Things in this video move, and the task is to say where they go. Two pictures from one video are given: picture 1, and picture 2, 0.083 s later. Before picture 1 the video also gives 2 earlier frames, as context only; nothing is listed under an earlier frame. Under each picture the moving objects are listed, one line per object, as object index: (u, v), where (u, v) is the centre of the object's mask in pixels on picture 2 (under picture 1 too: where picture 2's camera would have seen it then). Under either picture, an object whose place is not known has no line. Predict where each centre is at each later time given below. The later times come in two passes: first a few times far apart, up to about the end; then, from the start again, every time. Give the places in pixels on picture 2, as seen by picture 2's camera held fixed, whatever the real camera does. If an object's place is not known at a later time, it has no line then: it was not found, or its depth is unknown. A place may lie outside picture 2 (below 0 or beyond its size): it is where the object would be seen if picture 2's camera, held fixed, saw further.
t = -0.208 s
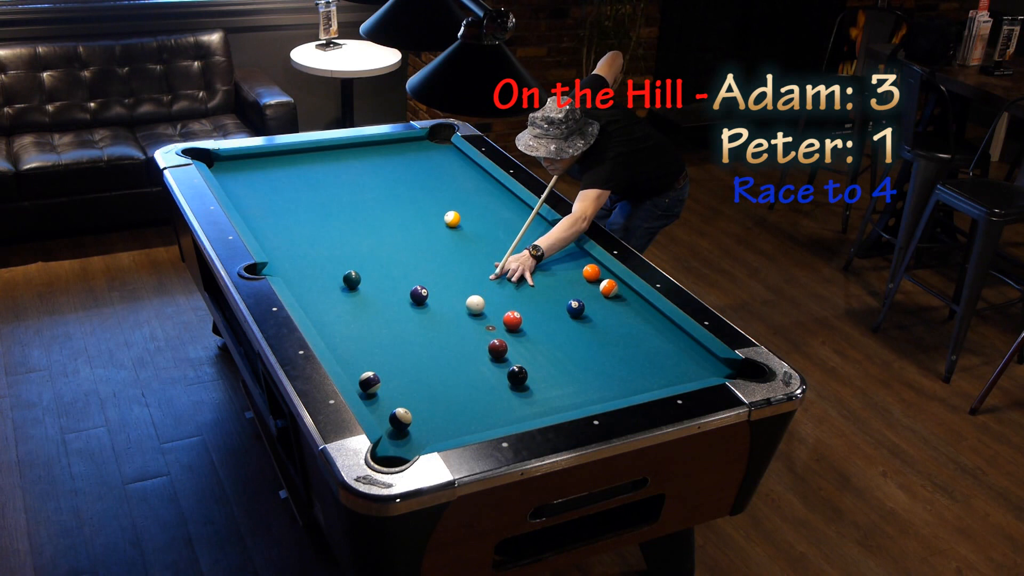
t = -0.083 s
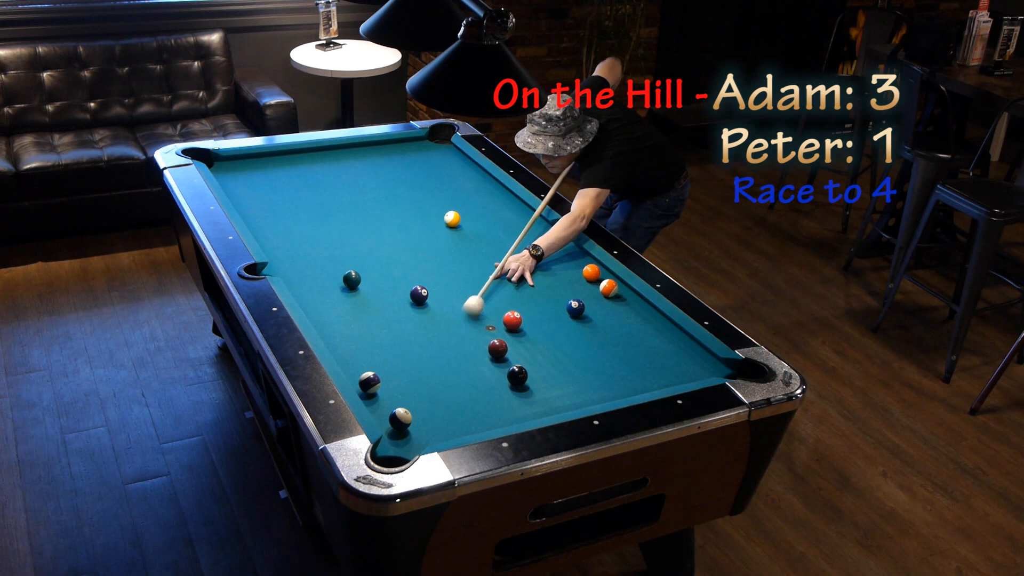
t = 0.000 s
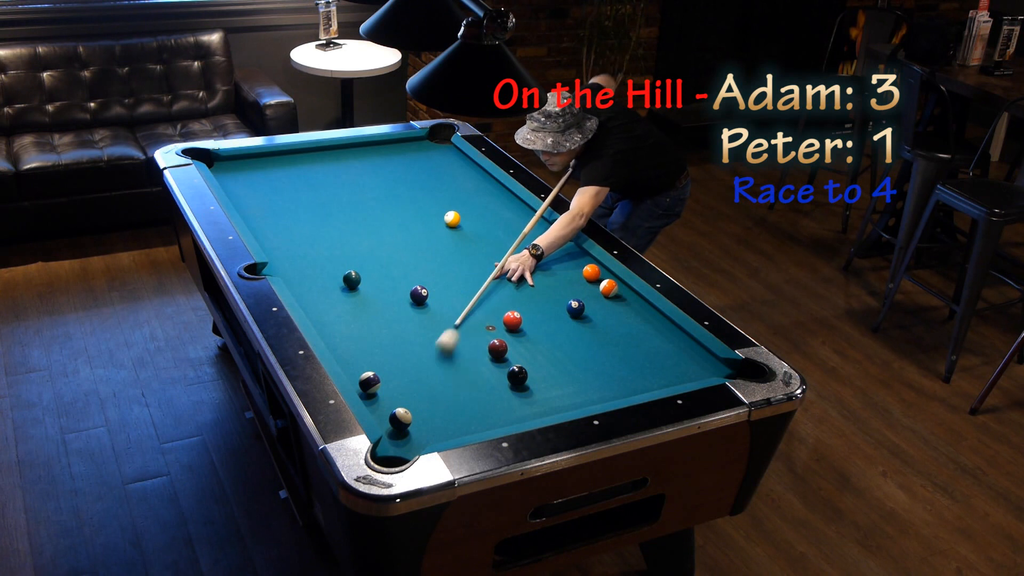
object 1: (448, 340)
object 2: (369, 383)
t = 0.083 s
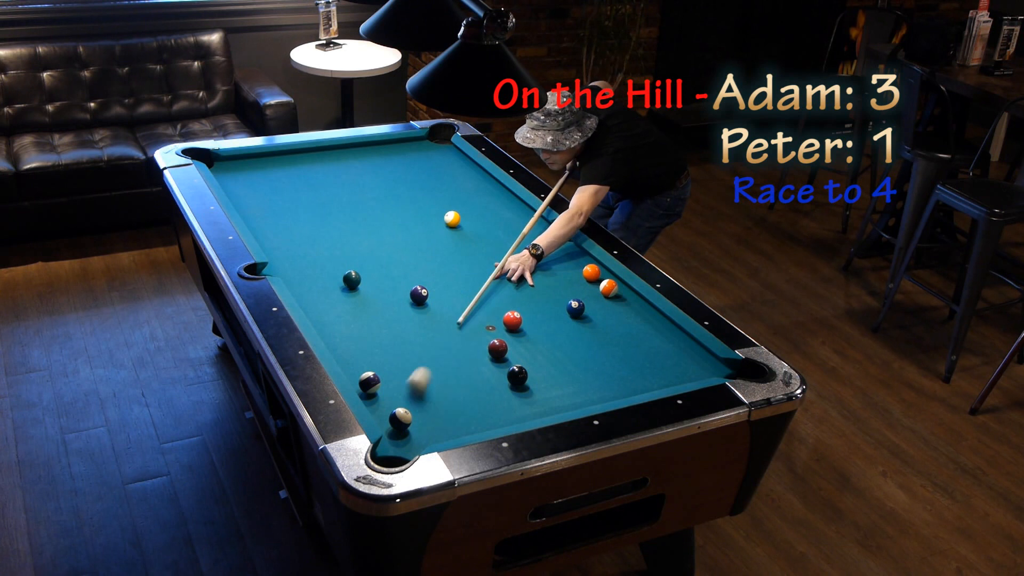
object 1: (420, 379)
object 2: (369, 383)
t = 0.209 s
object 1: (376, 405)
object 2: (369, 383)
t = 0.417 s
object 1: (391, 388)
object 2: (364, 379)
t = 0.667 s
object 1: (417, 374)
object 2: (352, 368)
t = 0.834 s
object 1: (433, 366)
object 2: (346, 362)
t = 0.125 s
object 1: (405, 398)
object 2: (369, 383)
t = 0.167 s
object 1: (389, 406)
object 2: (369, 383)
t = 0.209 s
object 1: (376, 405)
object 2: (369, 383)
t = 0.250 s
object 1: (376, 402)
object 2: (369, 382)
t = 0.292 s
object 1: (379, 396)
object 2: (368, 381)
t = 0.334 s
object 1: (381, 393)
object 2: (368, 381)
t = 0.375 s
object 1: (386, 390)
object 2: (366, 380)
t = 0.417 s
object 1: (391, 388)
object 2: (364, 379)
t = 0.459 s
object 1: (396, 385)
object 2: (362, 377)
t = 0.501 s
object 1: (400, 383)
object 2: (360, 375)
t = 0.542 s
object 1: (404, 381)
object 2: (358, 373)
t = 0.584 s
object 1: (409, 378)
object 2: (356, 371)
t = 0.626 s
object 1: (413, 376)
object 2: (354, 370)
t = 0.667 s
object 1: (417, 374)
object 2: (352, 368)
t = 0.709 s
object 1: (421, 372)
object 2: (350, 367)
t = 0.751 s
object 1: (425, 370)
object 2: (349, 365)
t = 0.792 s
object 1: (429, 368)
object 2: (347, 364)
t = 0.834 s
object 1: (433, 366)
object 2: (346, 362)
